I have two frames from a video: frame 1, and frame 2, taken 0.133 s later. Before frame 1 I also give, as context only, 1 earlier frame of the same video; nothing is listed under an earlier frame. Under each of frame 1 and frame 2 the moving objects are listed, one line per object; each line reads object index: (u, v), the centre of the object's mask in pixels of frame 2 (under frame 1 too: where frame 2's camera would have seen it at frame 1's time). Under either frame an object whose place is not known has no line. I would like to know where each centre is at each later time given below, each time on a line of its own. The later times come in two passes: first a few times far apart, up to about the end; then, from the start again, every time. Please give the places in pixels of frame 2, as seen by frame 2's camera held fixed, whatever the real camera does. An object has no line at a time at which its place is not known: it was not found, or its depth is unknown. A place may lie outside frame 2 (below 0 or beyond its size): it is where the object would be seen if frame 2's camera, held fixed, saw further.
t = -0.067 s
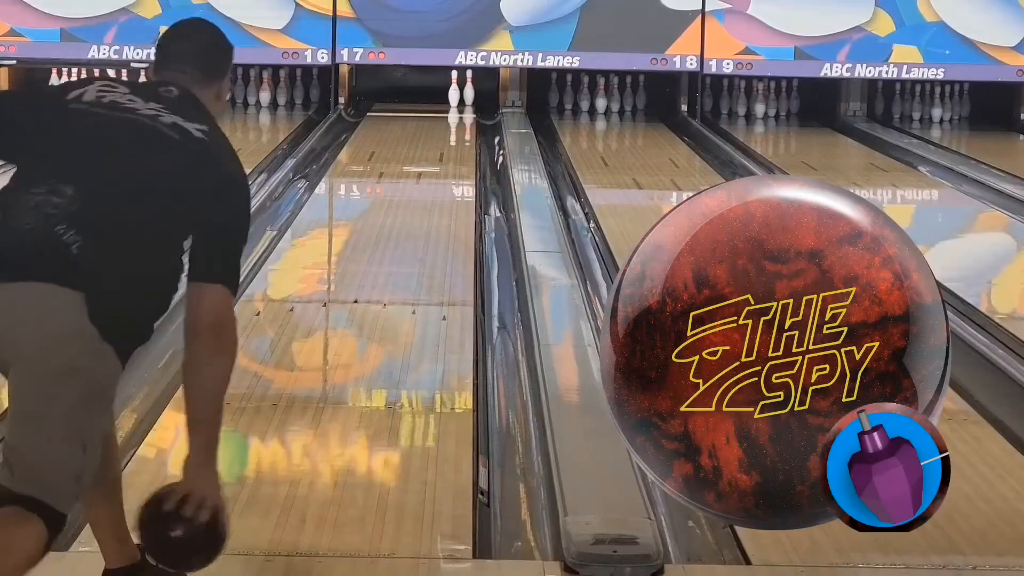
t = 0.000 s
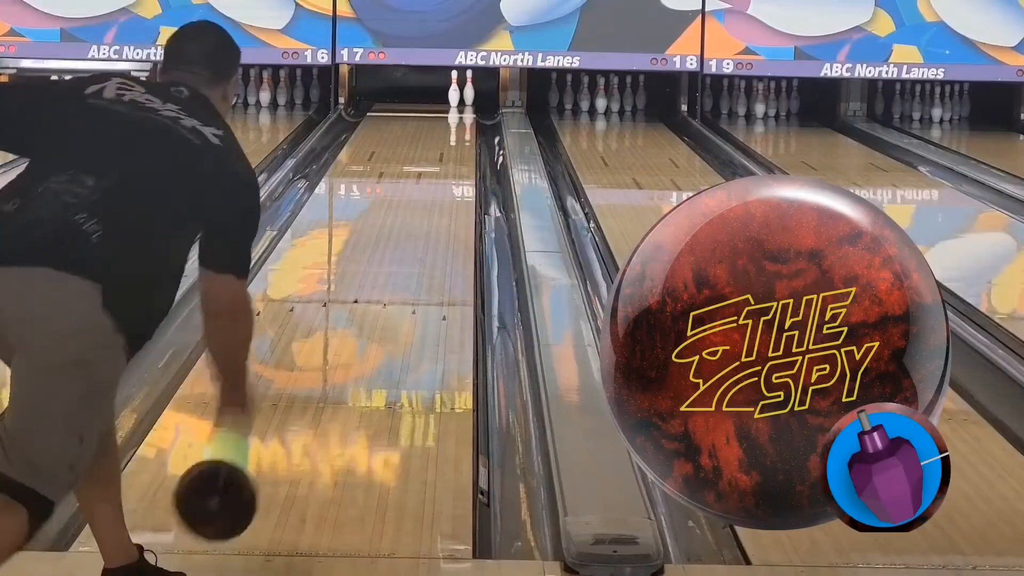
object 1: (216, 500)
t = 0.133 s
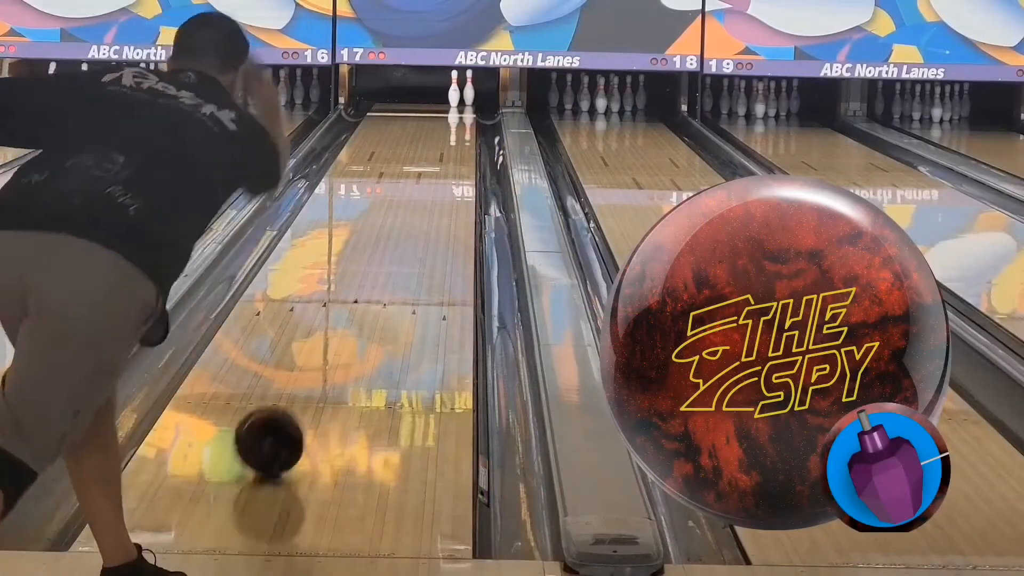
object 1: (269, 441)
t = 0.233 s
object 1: (299, 394)
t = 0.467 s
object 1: (352, 311)
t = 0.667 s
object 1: (382, 262)
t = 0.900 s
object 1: (409, 220)
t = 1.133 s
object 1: (428, 188)
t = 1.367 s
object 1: (443, 163)
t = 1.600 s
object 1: (454, 144)
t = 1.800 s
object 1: (460, 130)
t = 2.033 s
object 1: (464, 116)
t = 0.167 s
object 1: (281, 424)
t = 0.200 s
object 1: (290, 409)
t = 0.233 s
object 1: (299, 394)
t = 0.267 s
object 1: (308, 380)
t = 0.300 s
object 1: (316, 367)
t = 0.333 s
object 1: (325, 354)
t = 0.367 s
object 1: (332, 343)
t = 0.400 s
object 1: (339, 332)
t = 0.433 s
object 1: (345, 321)
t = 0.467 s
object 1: (352, 311)
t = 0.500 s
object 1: (357, 302)
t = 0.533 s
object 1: (363, 293)
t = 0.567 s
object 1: (368, 285)
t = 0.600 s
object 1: (373, 277)
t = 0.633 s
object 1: (378, 269)
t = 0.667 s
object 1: (382, 262)
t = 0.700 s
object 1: (387, 256)
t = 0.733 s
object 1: (391, 249)
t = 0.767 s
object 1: (395, 243)
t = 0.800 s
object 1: (398, 237)
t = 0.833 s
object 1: (402, 231)
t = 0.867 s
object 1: (405, 226)
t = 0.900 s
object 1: (409, 220)
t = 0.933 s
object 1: (412, 215)
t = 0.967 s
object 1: (415, 210)
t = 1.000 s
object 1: (418, 206)
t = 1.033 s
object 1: (421, 201)
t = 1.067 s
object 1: (423, 196)
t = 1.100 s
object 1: (425, 192)
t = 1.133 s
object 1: (428, 188)
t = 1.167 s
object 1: (431, 184)
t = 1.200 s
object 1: (433, 180)
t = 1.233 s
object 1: (435, 177)
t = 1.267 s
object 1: (437, 173)
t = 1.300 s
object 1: (439, 170)
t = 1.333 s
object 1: (441, 166)
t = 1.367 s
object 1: (443, 163)
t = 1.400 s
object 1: (445, 160)
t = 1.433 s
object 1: (446, 157)
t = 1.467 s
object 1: (448, 154)
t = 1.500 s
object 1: (450, 151)
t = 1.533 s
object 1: (451, 148)
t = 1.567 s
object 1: (452, 146)
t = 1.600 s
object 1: (454, 144)
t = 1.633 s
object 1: (455, 141)
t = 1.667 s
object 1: (456, 139)
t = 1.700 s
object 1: (457, 136)
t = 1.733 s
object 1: (458, 134)
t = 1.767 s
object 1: (459, 132)
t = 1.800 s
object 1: (460, 130)
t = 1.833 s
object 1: (461, 127)
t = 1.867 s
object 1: (461, 125)
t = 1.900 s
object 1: (462, 123)
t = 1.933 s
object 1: (462, 121)
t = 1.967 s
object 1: (463, 120)
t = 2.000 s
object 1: (464, 117)
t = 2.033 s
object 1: (464, 116)
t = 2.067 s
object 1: (465, 114)
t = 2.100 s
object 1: (464, 113)
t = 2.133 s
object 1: (465, 111)
